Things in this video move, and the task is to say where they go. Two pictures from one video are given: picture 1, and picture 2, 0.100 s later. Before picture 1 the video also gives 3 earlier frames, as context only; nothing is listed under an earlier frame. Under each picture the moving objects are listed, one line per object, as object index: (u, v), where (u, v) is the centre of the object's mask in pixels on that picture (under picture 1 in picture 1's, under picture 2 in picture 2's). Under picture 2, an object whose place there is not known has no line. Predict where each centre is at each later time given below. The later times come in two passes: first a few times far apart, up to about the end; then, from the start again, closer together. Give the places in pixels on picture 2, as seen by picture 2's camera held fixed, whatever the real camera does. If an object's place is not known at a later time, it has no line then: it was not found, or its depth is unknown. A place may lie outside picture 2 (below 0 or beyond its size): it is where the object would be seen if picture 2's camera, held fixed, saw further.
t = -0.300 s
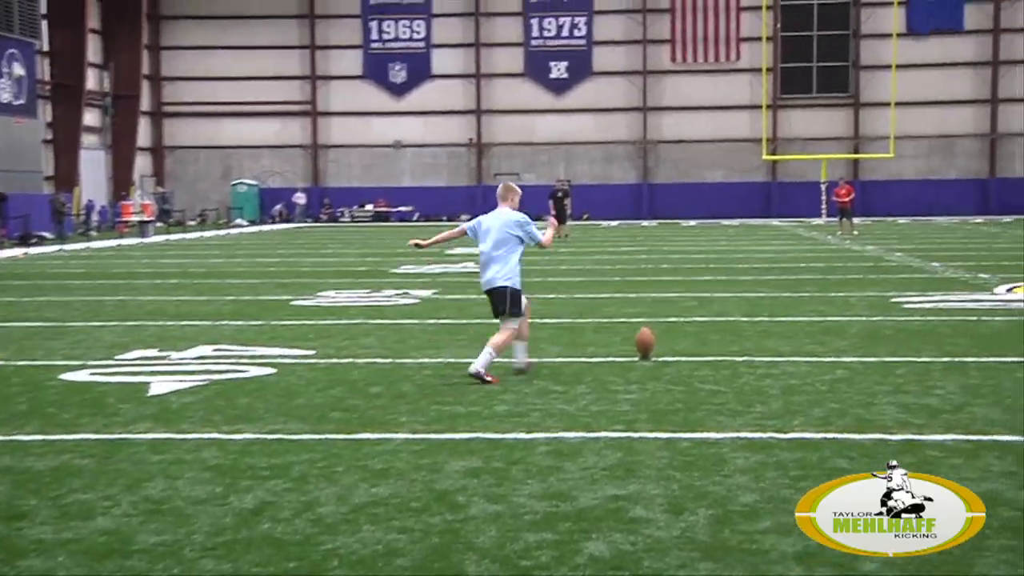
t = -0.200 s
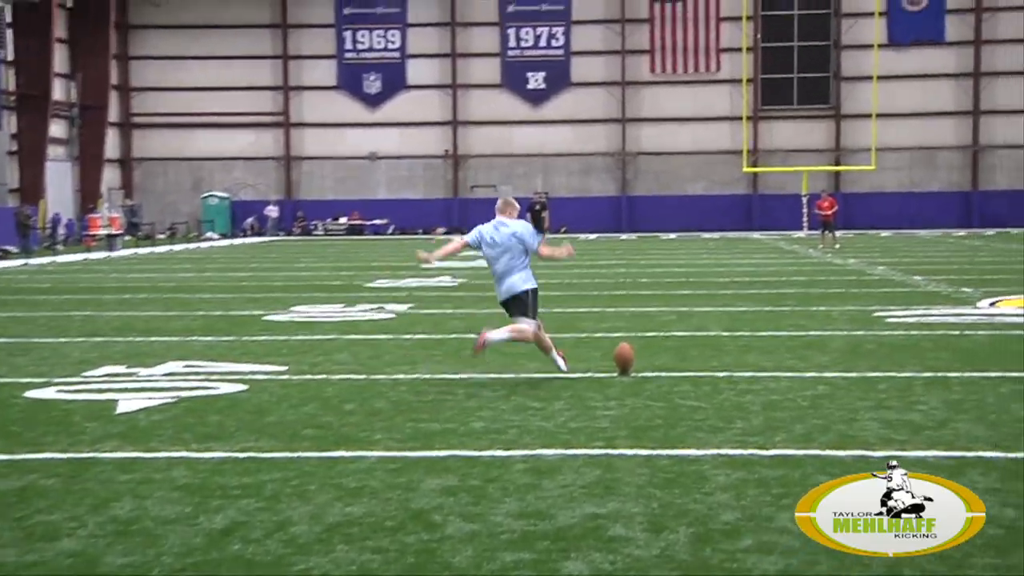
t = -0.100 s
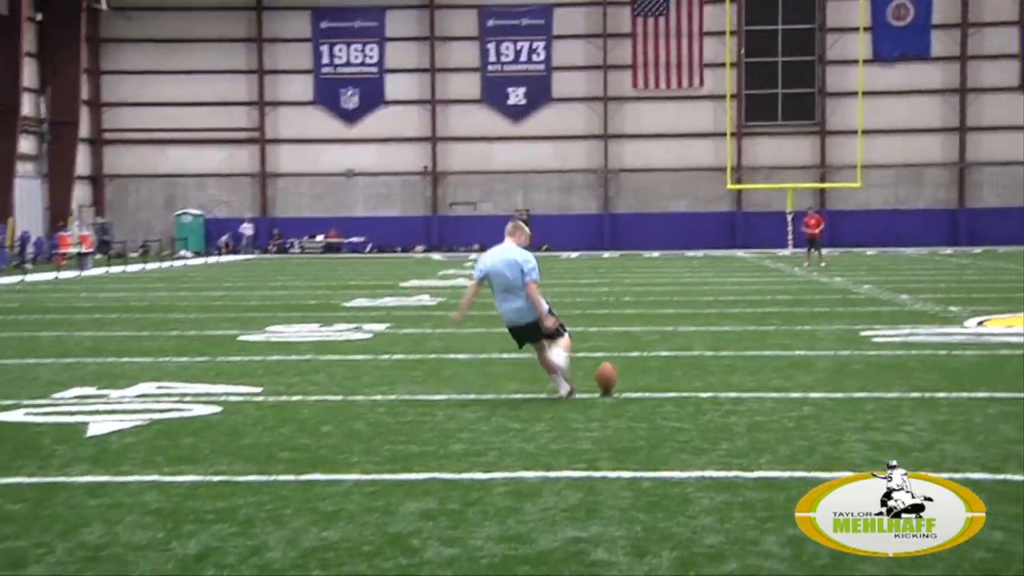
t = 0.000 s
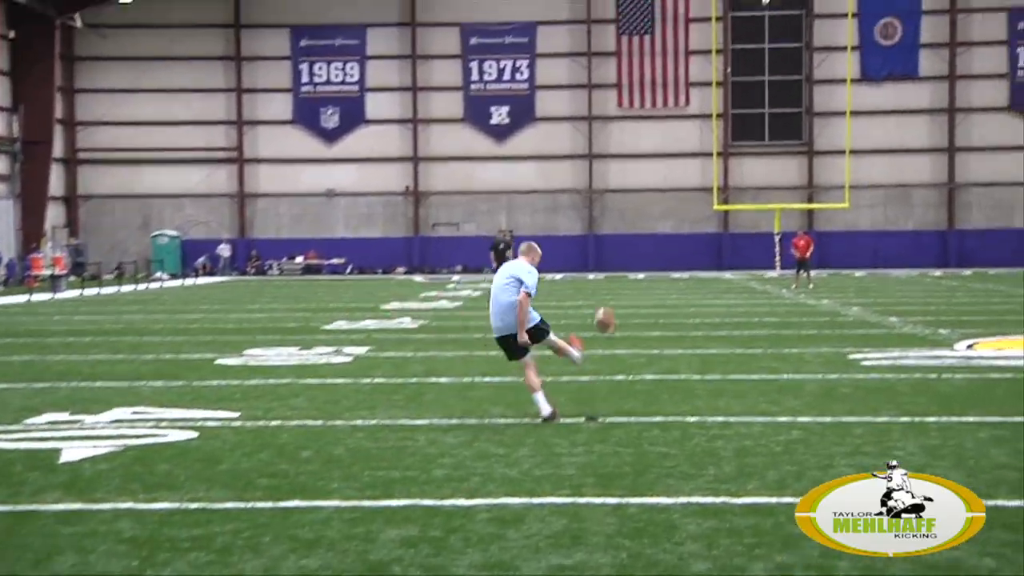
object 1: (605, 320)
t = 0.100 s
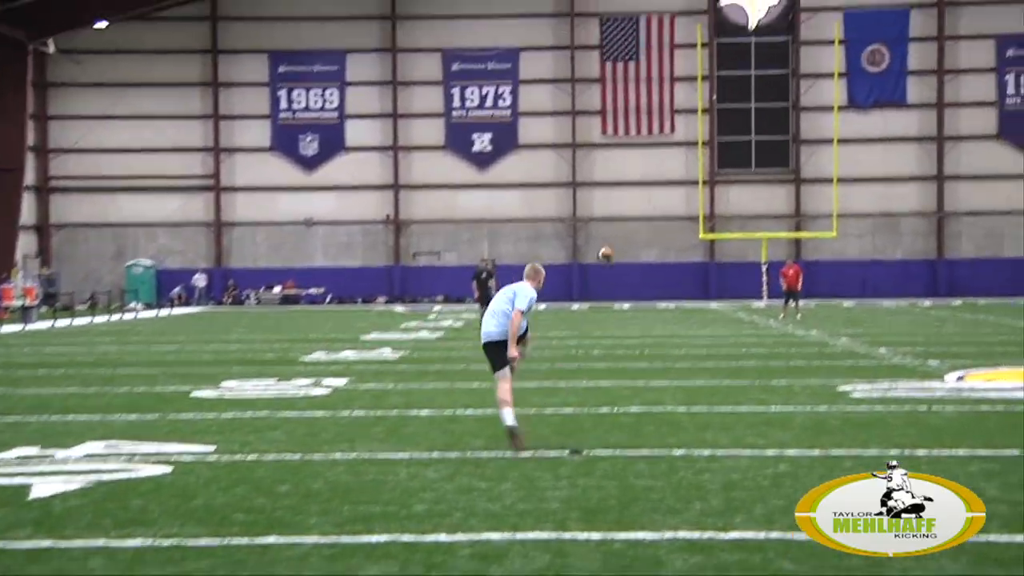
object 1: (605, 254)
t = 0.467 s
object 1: (644, 81)
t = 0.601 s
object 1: (646, 53)
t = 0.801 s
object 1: (644, 31)
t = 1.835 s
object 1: (630, 135)
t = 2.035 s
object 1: (631, 181)
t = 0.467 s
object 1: (644, 81)
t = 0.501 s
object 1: (645, 73)
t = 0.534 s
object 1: (645, 65)
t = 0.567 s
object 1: (645, 58)
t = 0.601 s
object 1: (646, 53)
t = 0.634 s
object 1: (646, 45)
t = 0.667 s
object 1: (646, 44)
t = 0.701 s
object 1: (645, 39)
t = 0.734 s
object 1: (645, 36)
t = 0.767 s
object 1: (644, 33)
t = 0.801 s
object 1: (644, 31)
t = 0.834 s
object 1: (643, 29)
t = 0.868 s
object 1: (642, 28)
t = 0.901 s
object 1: (641, 27)
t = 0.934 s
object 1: (641, 27)
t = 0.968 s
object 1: (639, 27)
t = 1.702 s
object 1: (631, 106)
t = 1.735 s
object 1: (631, 112)
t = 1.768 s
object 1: (630, 120)
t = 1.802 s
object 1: (631, 128)
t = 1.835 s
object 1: (630, 135)
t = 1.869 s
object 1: (629, 142)
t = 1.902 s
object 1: (630, 149)
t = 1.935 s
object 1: (630, 159)
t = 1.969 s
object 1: (630, 166)
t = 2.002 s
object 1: (631, 174)
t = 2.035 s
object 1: (631, 181)
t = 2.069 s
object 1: (632, 189)
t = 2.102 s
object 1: (632, 199)
